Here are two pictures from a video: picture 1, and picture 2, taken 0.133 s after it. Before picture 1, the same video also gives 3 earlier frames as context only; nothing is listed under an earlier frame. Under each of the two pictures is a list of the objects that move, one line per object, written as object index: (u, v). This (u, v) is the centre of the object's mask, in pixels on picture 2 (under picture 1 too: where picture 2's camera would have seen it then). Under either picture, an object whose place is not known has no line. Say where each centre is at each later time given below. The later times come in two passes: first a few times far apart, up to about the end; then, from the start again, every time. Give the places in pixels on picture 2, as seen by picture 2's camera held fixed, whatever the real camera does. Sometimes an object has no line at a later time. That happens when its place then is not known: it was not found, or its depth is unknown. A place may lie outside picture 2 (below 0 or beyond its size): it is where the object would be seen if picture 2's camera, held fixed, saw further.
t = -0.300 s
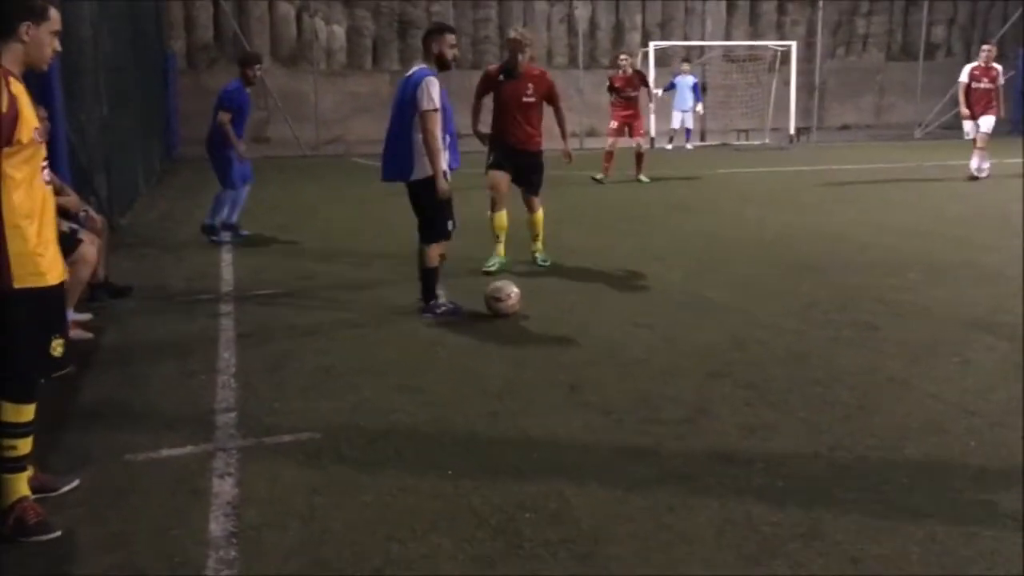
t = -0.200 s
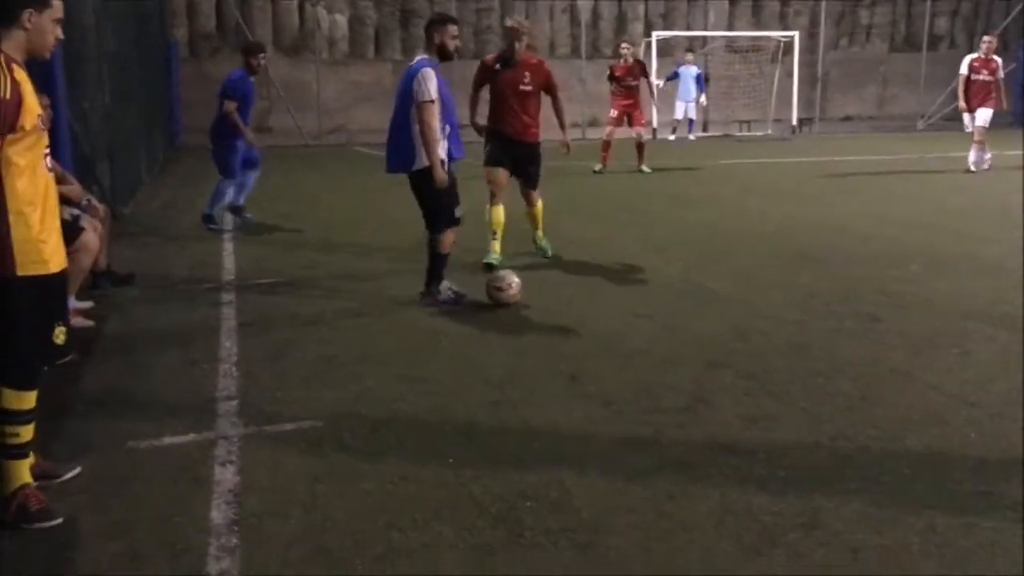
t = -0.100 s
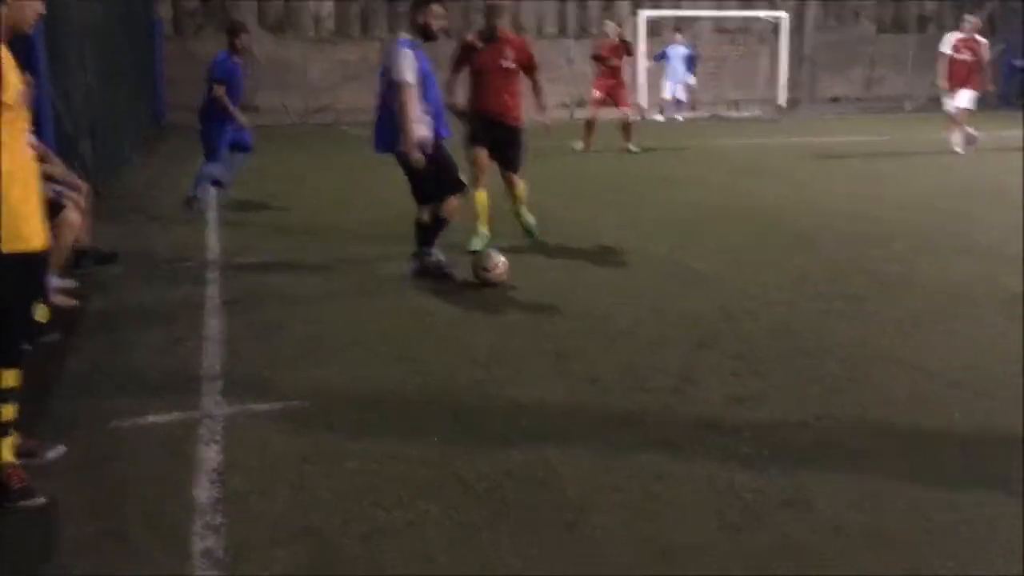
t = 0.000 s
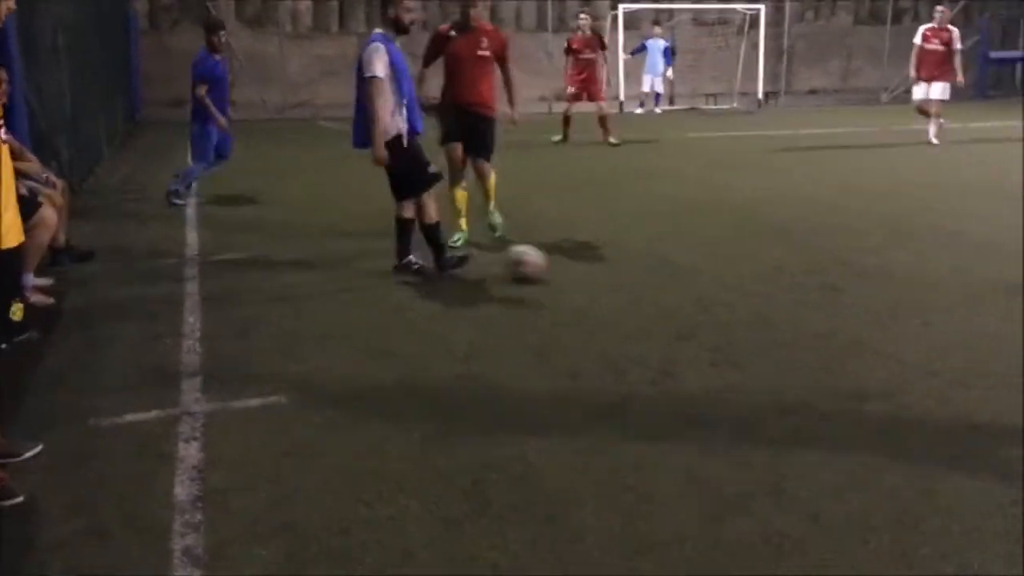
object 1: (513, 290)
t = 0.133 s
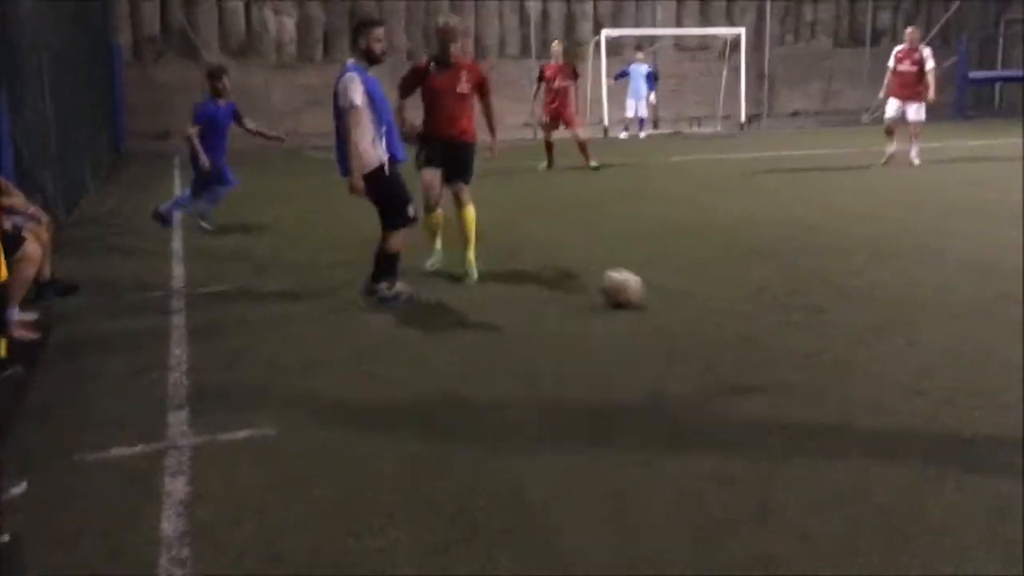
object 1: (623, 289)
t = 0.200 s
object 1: (672, 288)
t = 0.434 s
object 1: (820, 284)
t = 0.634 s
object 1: (930, 281)
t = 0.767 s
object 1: (1005, 280)
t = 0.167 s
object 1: (648, 288)
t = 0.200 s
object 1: (672, 288)
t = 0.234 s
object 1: (693, 287)
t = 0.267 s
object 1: (717, 286)
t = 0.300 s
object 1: (739, 285)
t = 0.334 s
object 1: (760, 285)
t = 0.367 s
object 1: (781, 285)
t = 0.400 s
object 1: (801, 285)
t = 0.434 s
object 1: (820, 284)
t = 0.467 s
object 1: (838, 283)
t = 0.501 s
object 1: (855, 284)
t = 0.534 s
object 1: (877, 283)
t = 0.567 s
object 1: (896, 282)
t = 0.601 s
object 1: (915, 282)
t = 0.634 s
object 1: (930, 281)
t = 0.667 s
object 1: (948, 281)
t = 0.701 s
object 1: (965, 280)
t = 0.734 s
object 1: (985, 279)
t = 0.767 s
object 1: (1005, 280)
